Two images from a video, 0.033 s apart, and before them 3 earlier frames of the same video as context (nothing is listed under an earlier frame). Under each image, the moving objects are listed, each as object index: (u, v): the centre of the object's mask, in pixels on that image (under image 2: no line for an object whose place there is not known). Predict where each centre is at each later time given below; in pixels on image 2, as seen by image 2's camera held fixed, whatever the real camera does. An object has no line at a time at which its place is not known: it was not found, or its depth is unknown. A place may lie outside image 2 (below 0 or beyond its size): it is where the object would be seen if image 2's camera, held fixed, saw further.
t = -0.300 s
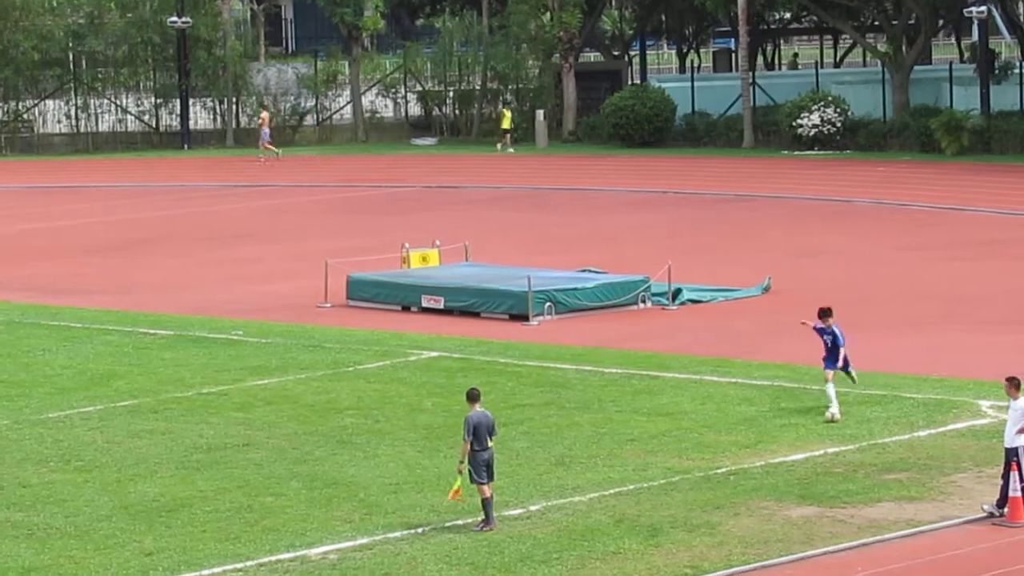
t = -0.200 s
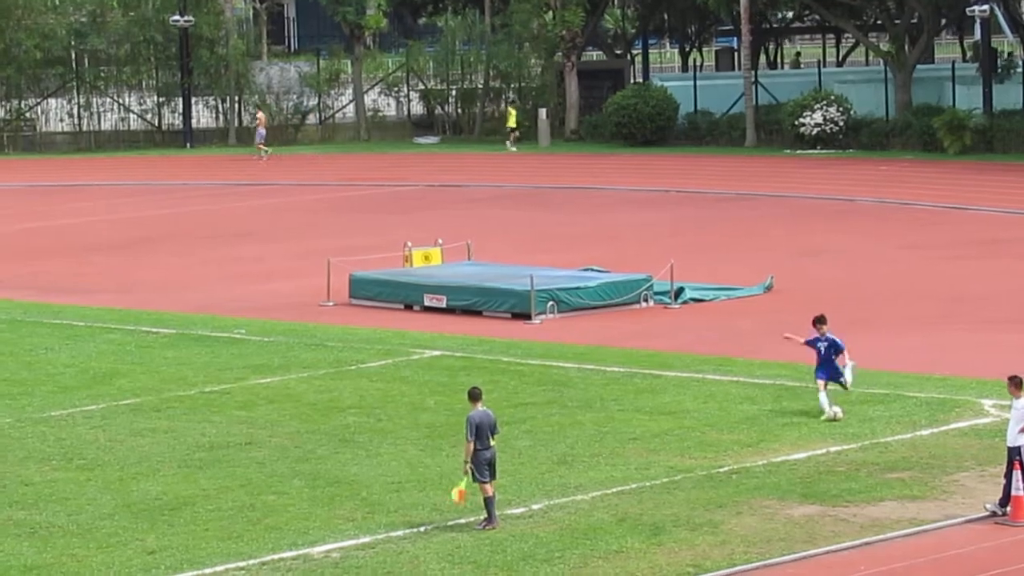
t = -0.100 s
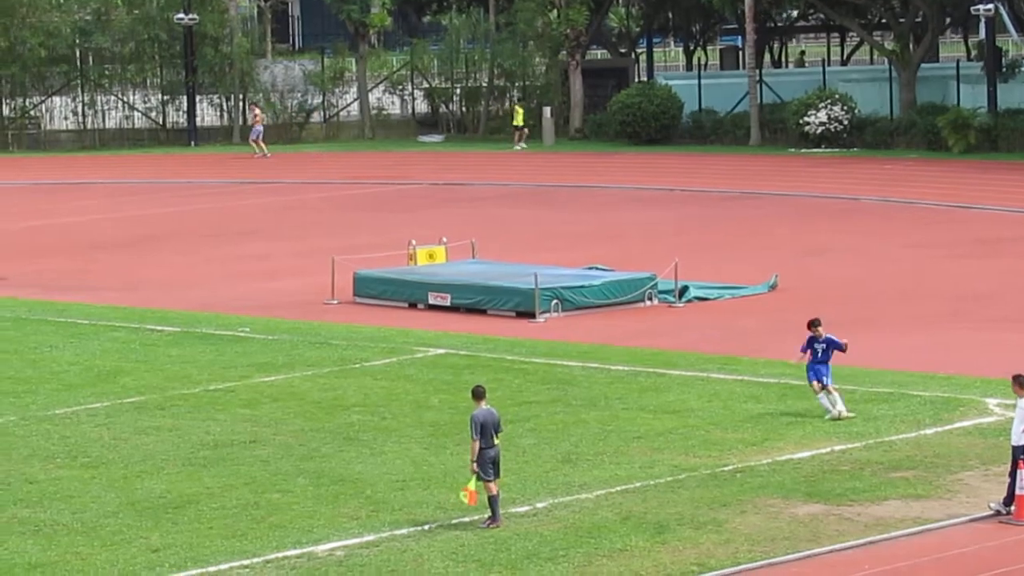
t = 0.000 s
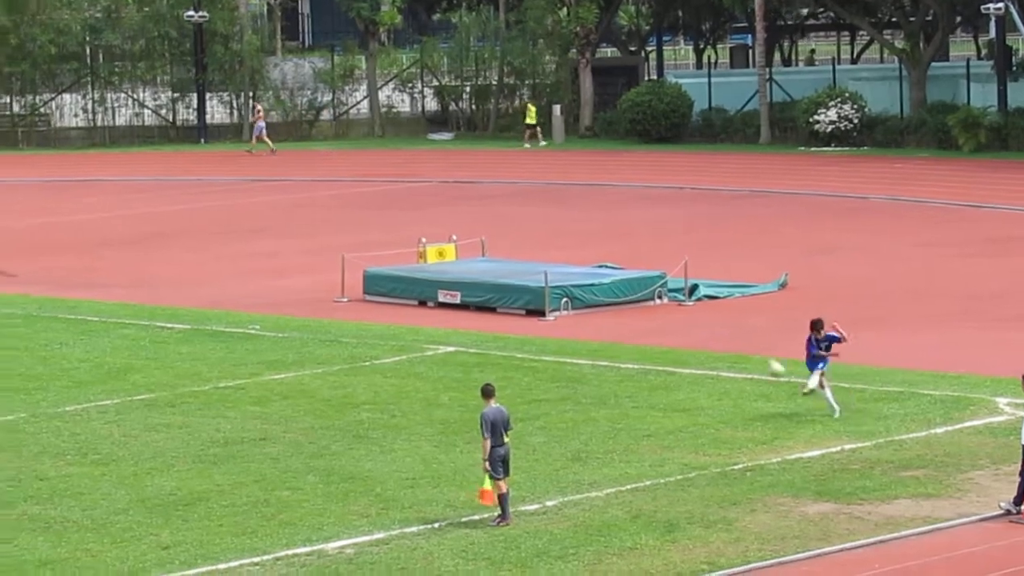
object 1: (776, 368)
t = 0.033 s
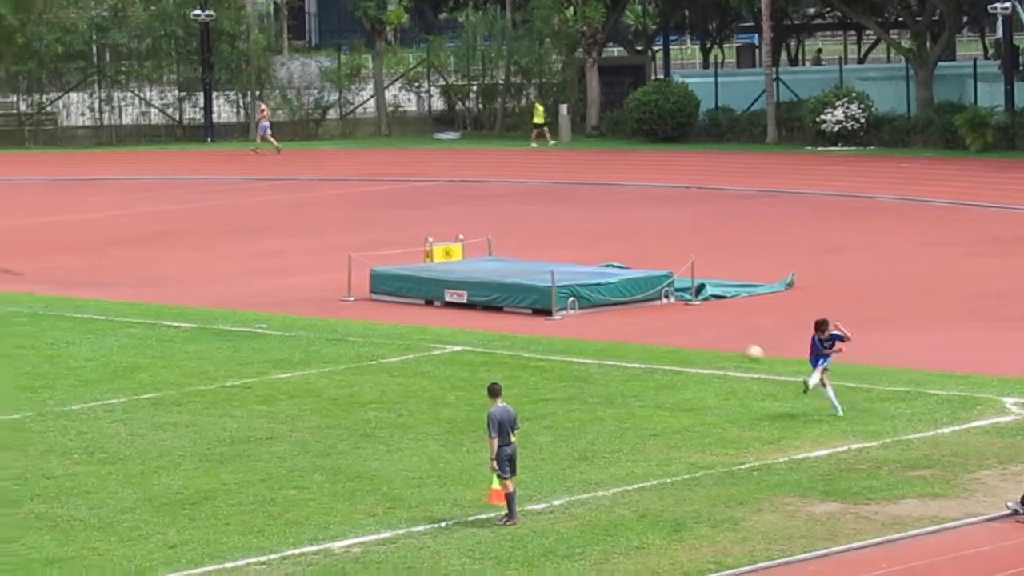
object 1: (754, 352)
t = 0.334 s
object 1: (491, 244)
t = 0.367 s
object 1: (459, 235)
